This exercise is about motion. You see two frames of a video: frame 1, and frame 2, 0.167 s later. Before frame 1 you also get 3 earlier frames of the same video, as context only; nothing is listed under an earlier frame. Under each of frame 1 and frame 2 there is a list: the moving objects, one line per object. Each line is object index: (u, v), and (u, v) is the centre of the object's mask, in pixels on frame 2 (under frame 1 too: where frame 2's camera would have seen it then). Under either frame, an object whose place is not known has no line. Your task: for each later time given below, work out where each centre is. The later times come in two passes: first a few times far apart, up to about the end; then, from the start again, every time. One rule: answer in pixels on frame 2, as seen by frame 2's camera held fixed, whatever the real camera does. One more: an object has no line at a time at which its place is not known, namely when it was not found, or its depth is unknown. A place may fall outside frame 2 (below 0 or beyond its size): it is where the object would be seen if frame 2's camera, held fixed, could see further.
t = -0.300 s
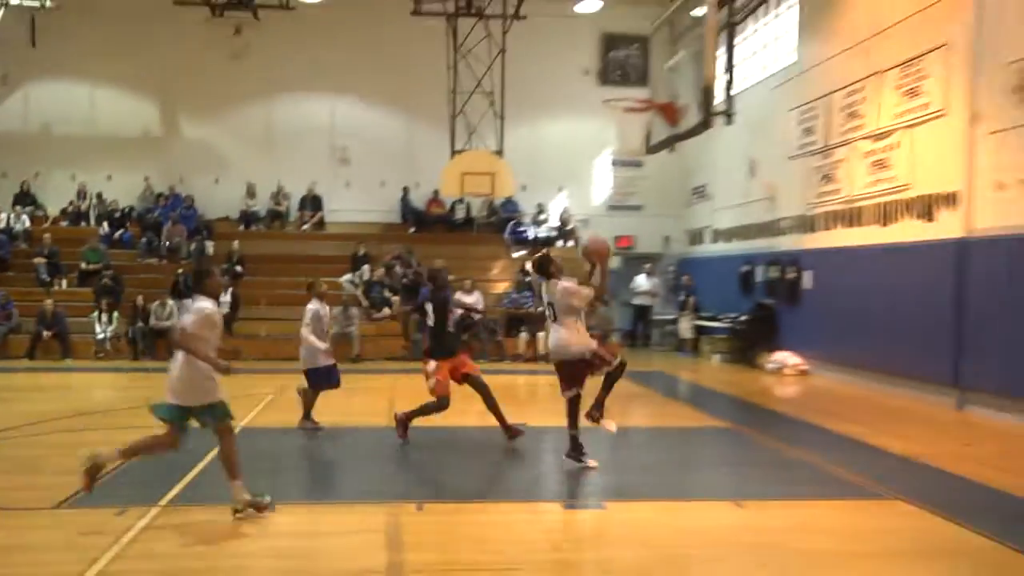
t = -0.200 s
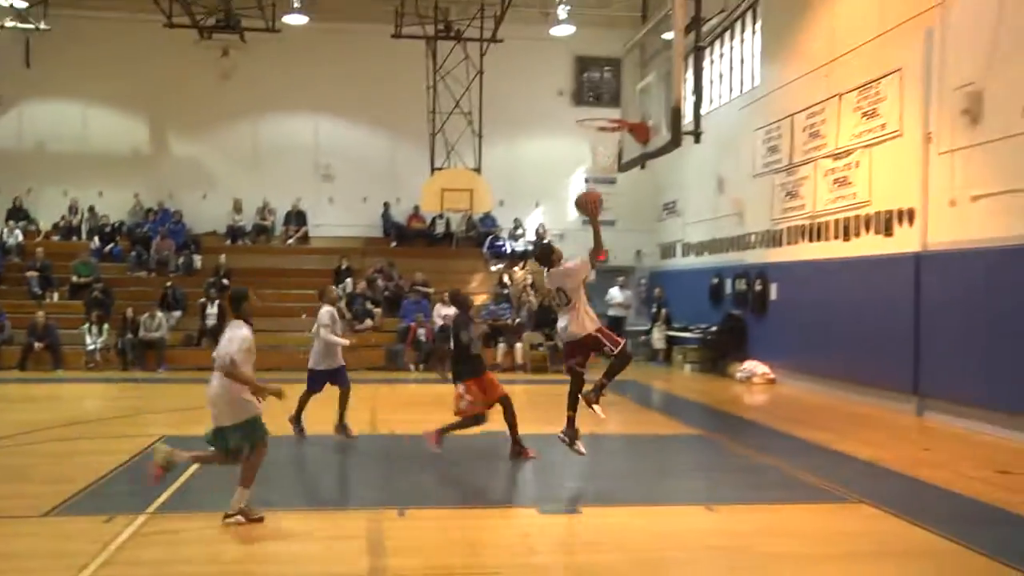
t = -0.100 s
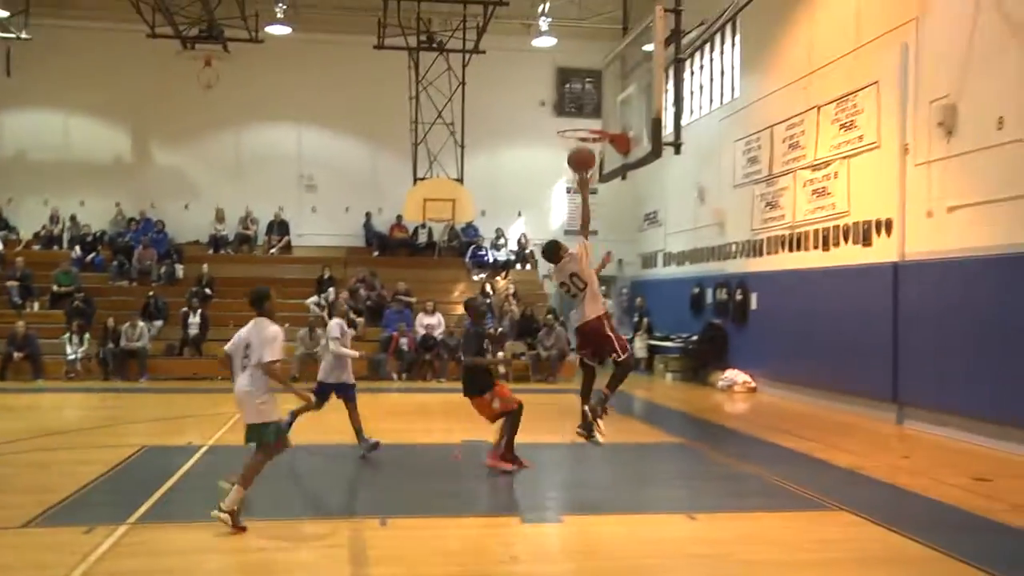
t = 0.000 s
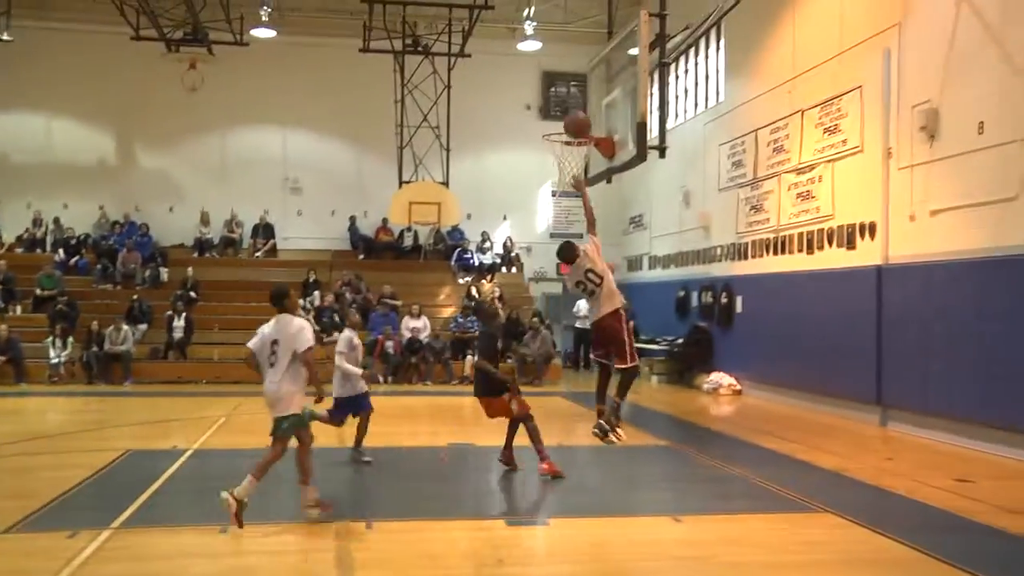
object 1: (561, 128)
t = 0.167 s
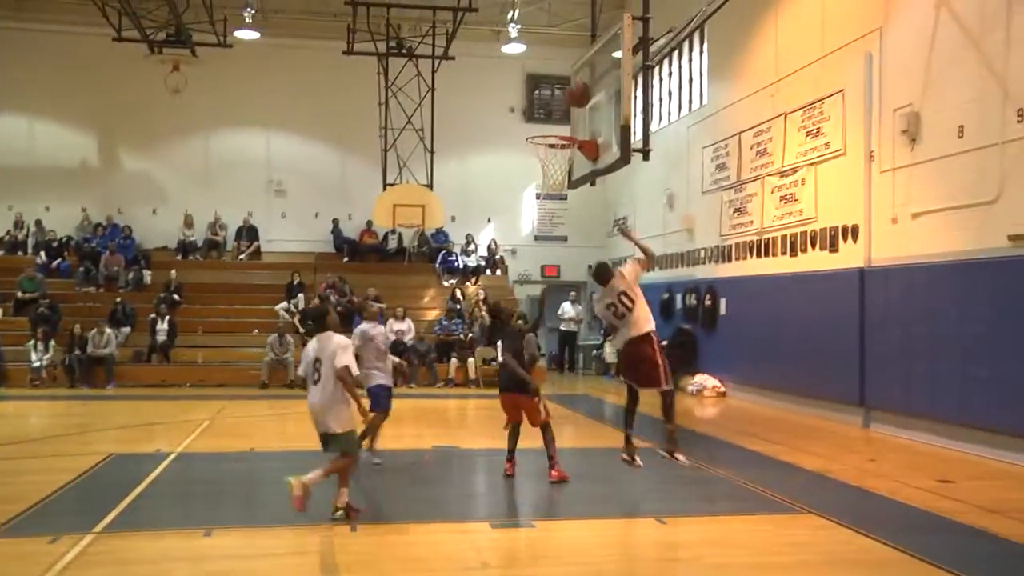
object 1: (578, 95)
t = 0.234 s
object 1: (584, 90)
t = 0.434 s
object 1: (562, 102)
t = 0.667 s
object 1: (549, 143)
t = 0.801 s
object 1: (554, 166)
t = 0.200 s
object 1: (581, 92)
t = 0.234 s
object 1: (584, 90)
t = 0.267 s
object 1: (583, 89)
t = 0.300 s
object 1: (581, 90)
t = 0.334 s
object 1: (575, 91)
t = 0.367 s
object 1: (571, 93)
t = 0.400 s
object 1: (566, 98)
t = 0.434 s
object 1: (562, 102)
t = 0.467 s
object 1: (559, 106)
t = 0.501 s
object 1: (552, 116)
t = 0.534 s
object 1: (548, 124)
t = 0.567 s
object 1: (544, 134)
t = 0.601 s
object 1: (544, 136)
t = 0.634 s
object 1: (546, 138)
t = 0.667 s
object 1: (549, 143)
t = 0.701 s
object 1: (551, 148)
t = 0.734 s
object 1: (552, 153)
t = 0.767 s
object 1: (553, 158)
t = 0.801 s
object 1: (554, 166)
